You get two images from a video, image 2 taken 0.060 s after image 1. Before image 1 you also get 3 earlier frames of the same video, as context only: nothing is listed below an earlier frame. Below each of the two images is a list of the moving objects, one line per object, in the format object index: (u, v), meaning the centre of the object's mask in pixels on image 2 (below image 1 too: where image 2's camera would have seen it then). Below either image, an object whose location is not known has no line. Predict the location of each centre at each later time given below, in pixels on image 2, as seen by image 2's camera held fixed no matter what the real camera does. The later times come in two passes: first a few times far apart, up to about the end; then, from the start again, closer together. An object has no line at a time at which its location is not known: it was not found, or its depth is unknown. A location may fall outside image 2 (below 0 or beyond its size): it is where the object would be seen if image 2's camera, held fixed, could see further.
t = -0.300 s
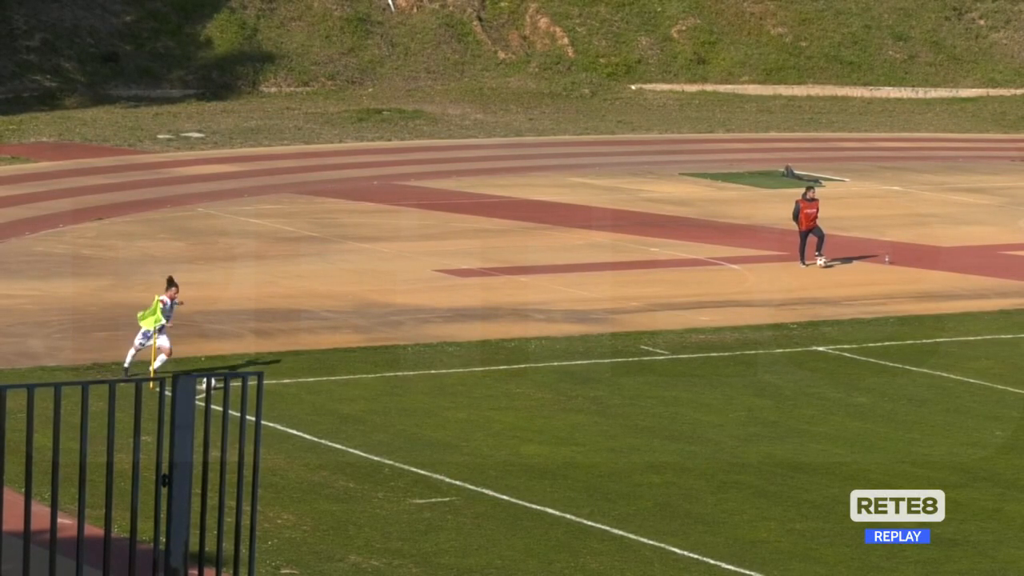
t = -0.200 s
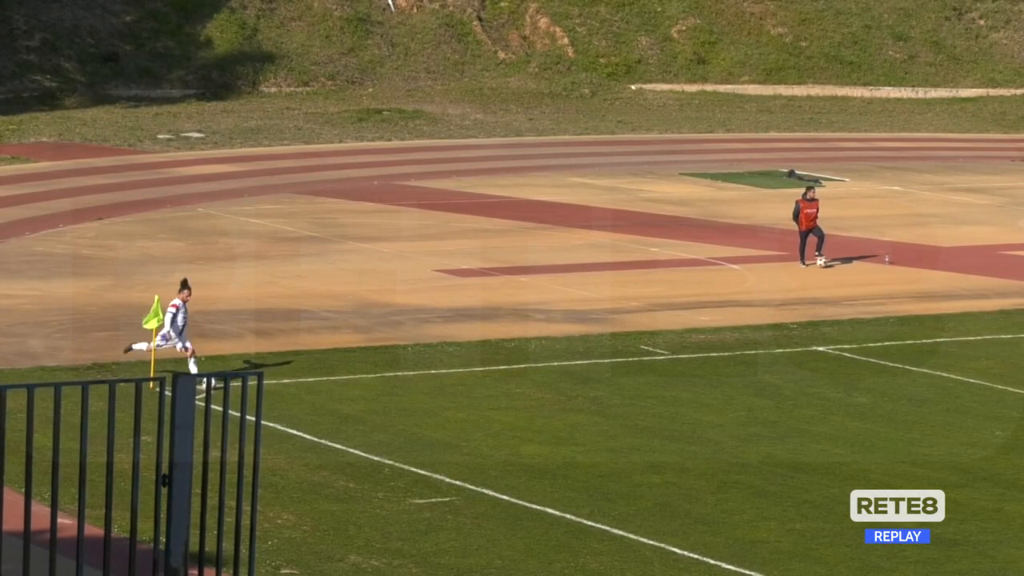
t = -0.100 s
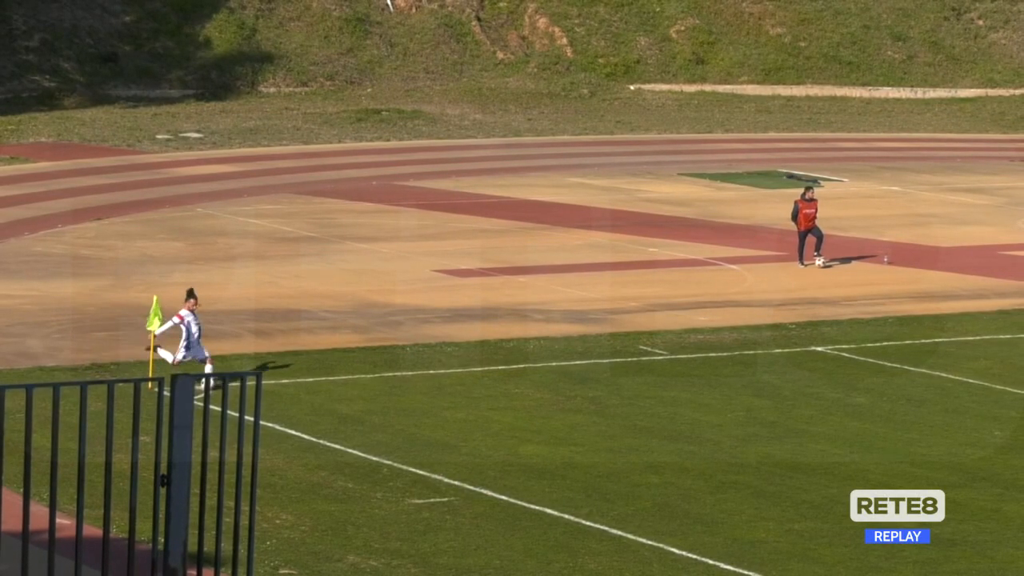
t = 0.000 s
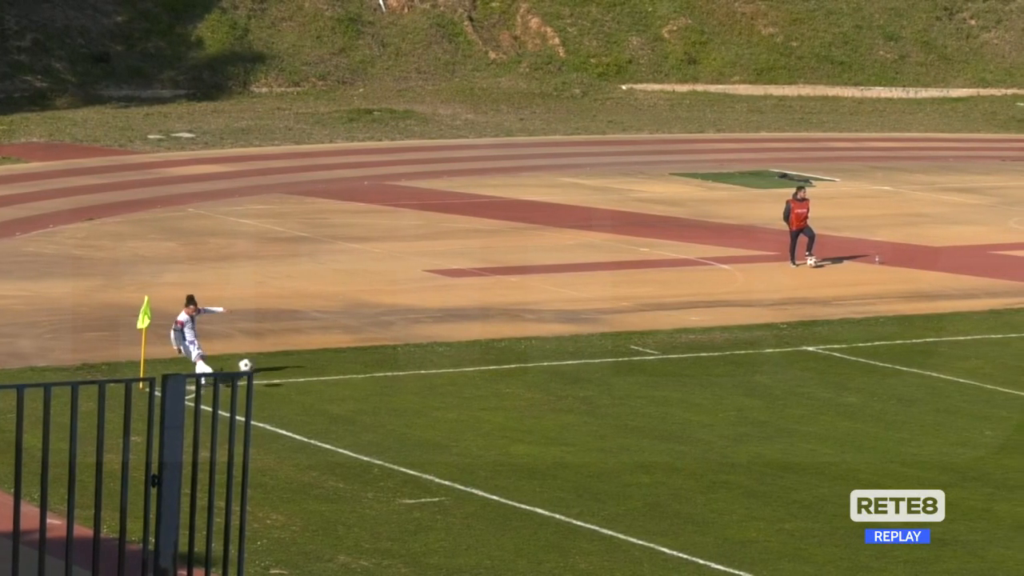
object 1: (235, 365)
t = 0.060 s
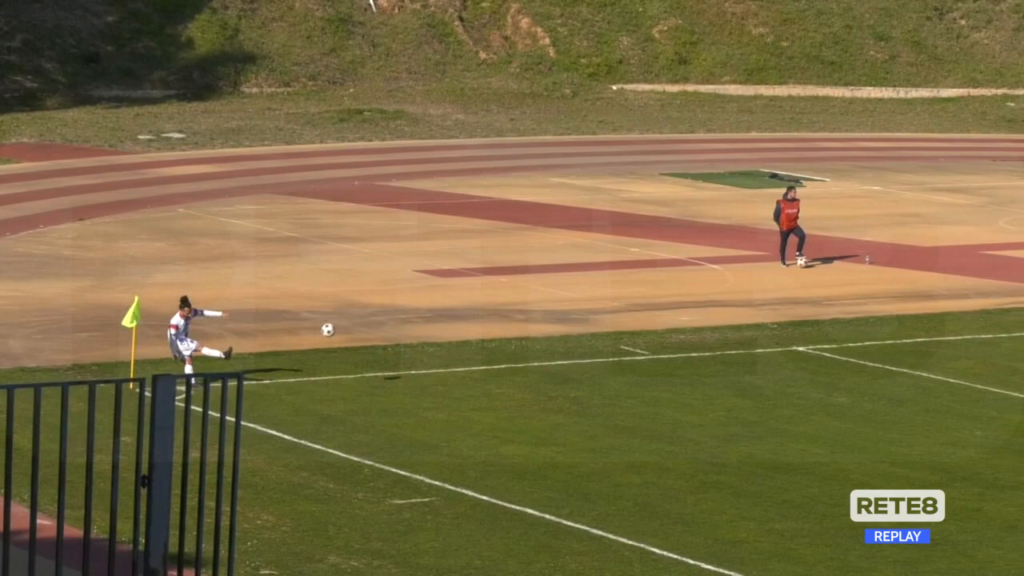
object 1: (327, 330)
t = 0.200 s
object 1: (527, 258)
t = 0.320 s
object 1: (684, 208)
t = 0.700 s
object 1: (1115, 102)
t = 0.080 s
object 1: (357, 319)
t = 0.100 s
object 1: (387, 308)
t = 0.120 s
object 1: (416, 297)
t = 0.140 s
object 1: (445, 287)
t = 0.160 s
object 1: (473, 277)
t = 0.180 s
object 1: (500, 267)
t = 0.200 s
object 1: (527, 258)
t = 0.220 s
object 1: (555, 249)
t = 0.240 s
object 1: (581, 240)
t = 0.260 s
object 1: (607, 232)
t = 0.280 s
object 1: (633, 223)
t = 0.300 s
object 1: (658, 215)
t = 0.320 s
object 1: (684, 208)
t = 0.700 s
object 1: (1115, 102)
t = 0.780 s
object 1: (1198, 89)
